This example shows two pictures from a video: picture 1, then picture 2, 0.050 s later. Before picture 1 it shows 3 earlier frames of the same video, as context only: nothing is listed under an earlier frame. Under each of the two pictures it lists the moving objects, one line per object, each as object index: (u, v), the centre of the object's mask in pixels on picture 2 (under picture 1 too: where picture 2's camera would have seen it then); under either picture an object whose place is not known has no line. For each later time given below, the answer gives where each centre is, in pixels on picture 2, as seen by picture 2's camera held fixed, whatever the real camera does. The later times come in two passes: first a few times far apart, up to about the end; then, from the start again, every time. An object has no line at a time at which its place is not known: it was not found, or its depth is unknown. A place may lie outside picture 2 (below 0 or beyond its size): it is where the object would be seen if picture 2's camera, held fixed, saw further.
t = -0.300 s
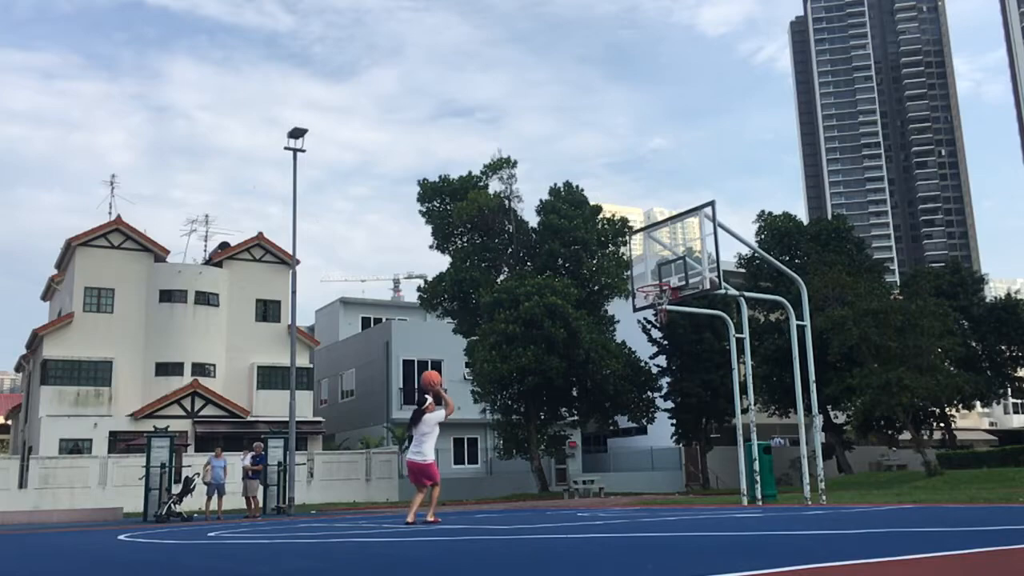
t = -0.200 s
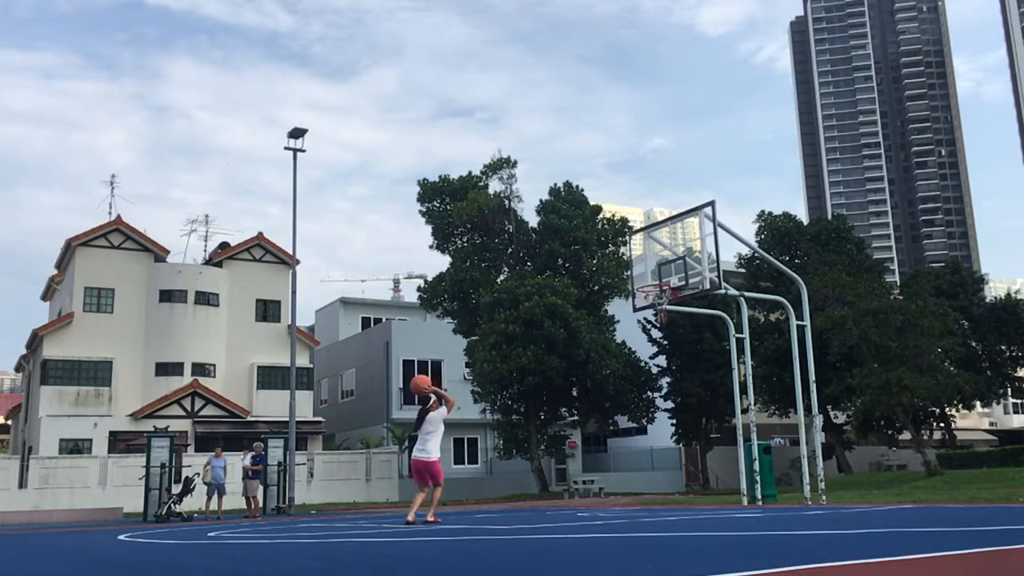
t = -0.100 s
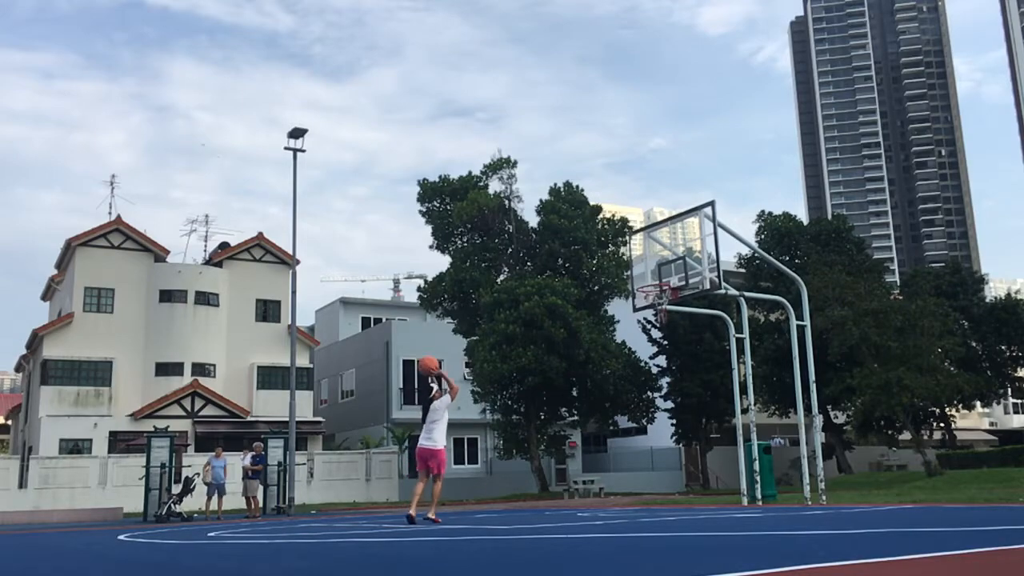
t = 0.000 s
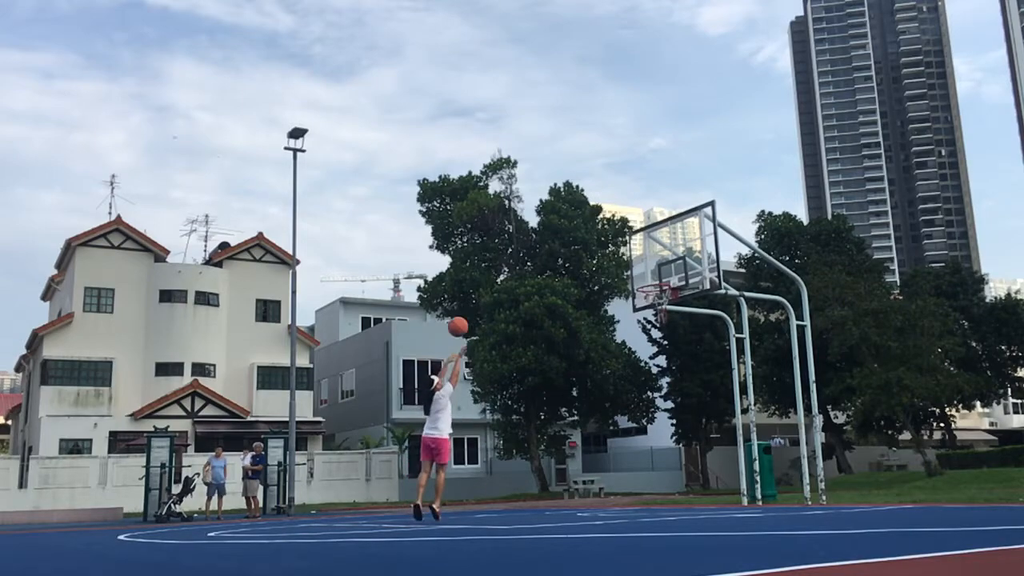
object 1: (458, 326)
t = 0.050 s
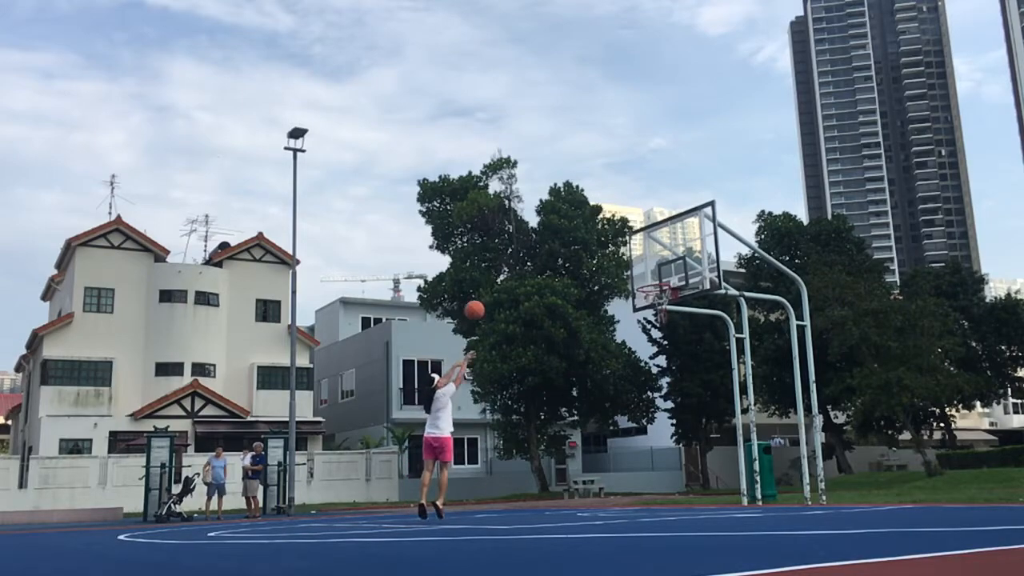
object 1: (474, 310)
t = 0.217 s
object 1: (526, 272)
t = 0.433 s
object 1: (586, 259)
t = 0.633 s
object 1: (639, 277)
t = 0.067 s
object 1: (479, 305)
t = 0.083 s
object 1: (485, 299)
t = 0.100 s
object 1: (490, 295)
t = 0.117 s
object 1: (496, 291)
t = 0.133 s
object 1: (501, 287)
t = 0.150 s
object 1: (506, 283)
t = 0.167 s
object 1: (511, 280)
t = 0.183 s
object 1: (516, 277)
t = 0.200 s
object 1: (521, 274)
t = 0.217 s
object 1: (526, 272)
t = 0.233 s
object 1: (530, 269)
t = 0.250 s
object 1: (535, 267)
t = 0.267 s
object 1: (540, 266)
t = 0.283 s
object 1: (545, 265)
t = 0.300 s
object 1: (550, 263)
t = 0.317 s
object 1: (555, 262)
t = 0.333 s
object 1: (560, 261)
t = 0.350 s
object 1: (564, 260)
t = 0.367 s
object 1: (569, 259)
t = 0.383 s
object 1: (573, 259)
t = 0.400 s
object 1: (578, 259)
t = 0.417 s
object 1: (583, 259)
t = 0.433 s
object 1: (586, 259)
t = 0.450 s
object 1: (591, 259)
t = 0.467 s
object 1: (596, 260)
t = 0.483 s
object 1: (601, 260)
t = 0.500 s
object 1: (605, 261)
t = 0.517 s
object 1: (609, 262)
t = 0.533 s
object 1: (613, 264)
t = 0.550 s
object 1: (618, 265)
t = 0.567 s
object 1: (622, 267)
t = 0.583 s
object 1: (626, 269)
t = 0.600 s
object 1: (631, 271)
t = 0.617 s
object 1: (635, 274)
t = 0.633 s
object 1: (639, 277)
